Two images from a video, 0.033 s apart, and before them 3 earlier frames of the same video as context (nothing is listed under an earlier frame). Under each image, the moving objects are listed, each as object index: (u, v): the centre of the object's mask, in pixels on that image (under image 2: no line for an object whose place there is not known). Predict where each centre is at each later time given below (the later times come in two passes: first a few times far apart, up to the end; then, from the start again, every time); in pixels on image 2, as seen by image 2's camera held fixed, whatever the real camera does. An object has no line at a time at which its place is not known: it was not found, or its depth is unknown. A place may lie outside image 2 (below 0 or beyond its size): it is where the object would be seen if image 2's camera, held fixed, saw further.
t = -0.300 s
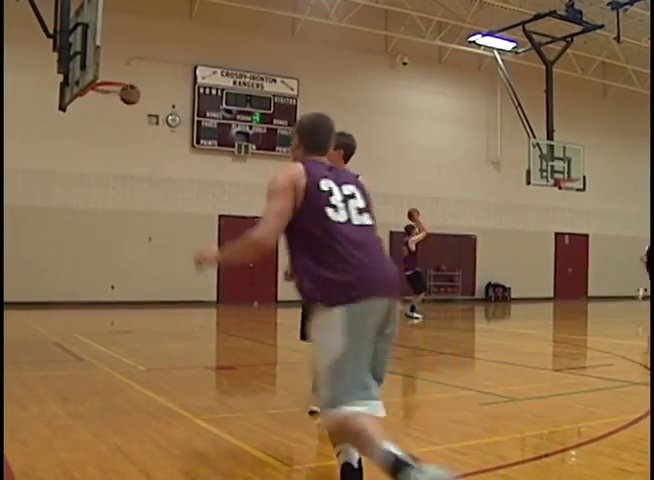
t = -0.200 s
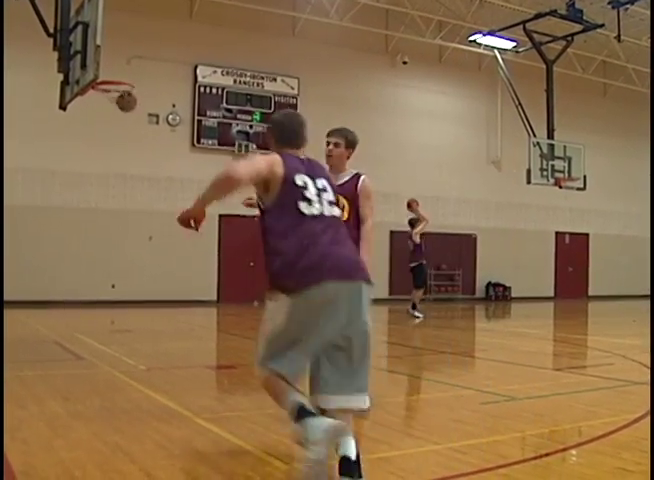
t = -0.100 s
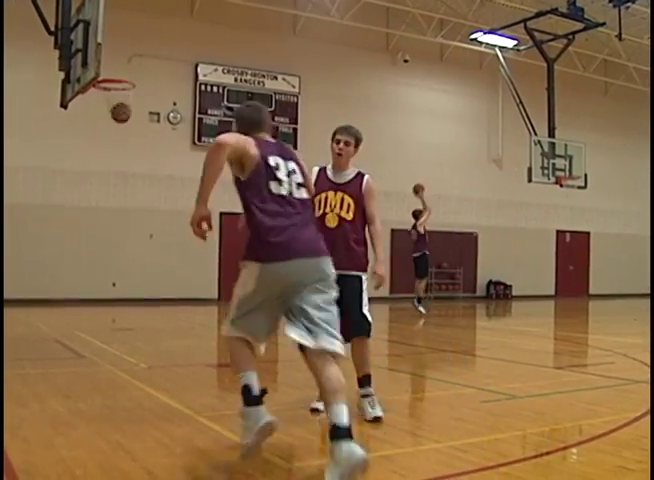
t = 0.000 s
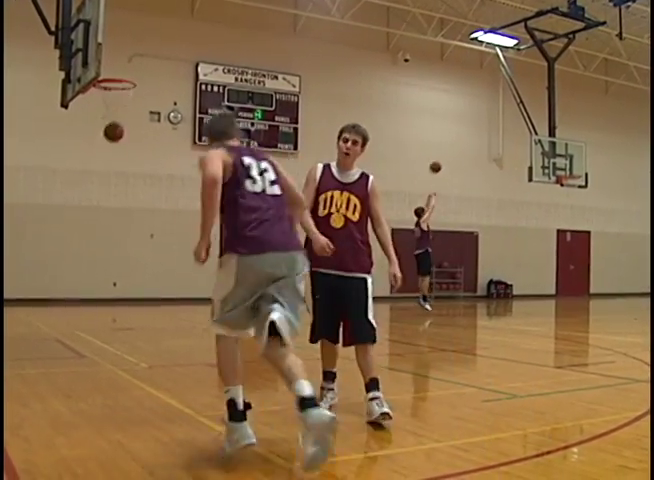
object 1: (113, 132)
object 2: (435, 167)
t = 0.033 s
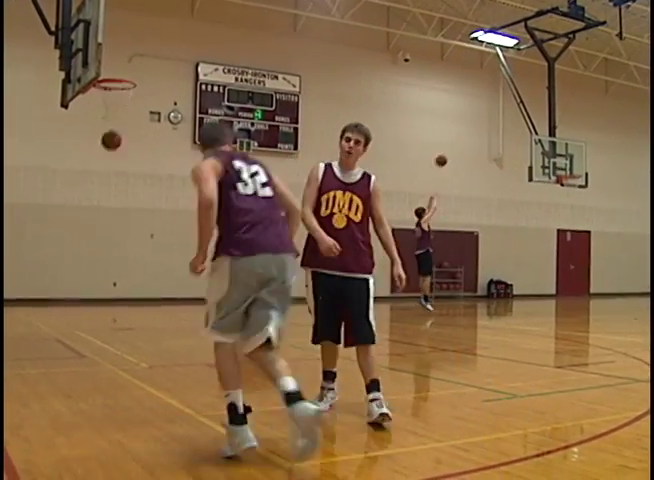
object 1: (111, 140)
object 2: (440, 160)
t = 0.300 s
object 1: (90, 237)
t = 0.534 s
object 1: (77, 311)
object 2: (517, 132)
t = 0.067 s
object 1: (108, 149)
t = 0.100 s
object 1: (105, 159)
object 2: (452, 150)
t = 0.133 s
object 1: (103, 170)
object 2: (457, 145)
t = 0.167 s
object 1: (101, 182)
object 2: (462, 141)
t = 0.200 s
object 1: (98, 194)
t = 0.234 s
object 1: (95, 208)
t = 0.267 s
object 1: (93, 222)
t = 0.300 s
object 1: (90, 237)
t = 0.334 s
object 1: (88, 253)
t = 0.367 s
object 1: (86, 269)
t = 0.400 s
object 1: (84, 286)
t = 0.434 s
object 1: (82, 304)
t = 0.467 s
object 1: (80, 322)
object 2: (508, 130)
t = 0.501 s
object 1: (79, 325)
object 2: (512, 131)
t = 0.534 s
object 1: (77, 311)
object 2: (517, 132)
